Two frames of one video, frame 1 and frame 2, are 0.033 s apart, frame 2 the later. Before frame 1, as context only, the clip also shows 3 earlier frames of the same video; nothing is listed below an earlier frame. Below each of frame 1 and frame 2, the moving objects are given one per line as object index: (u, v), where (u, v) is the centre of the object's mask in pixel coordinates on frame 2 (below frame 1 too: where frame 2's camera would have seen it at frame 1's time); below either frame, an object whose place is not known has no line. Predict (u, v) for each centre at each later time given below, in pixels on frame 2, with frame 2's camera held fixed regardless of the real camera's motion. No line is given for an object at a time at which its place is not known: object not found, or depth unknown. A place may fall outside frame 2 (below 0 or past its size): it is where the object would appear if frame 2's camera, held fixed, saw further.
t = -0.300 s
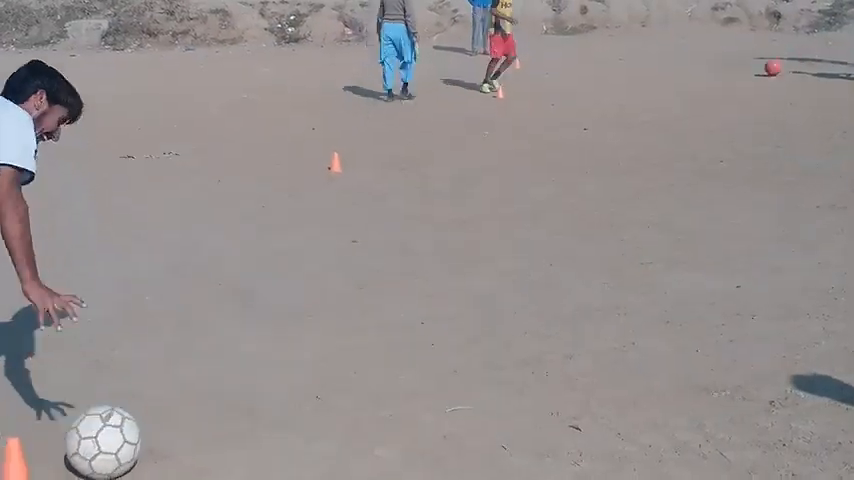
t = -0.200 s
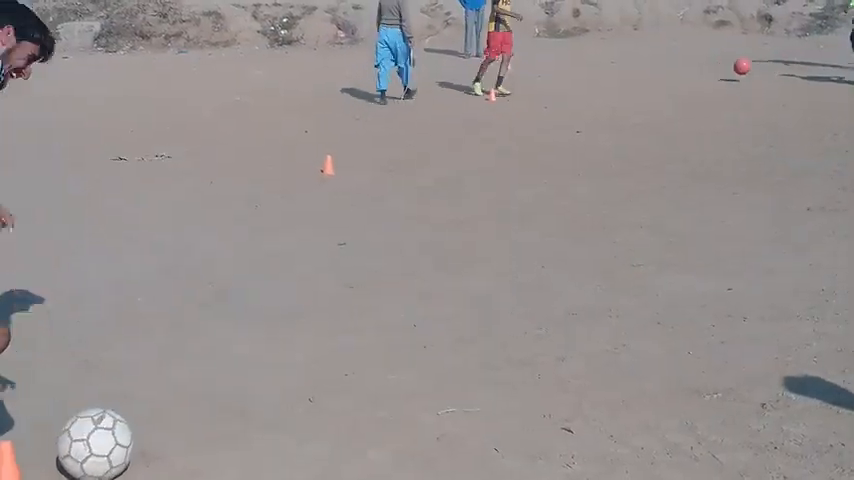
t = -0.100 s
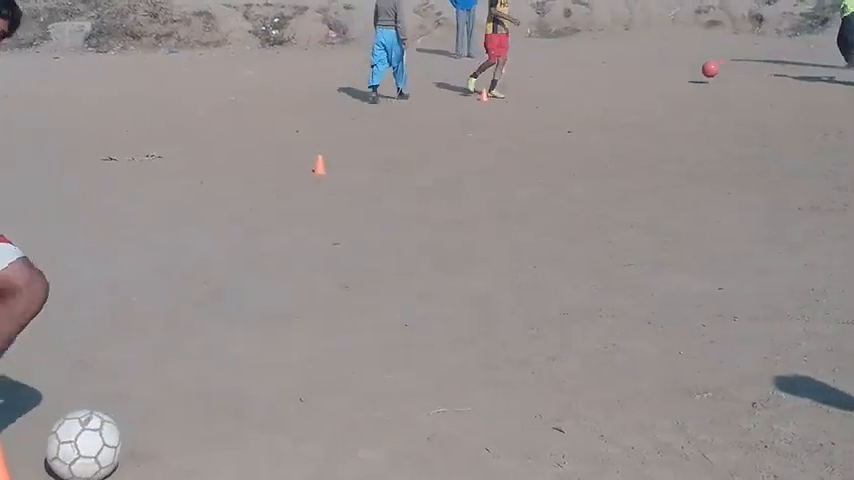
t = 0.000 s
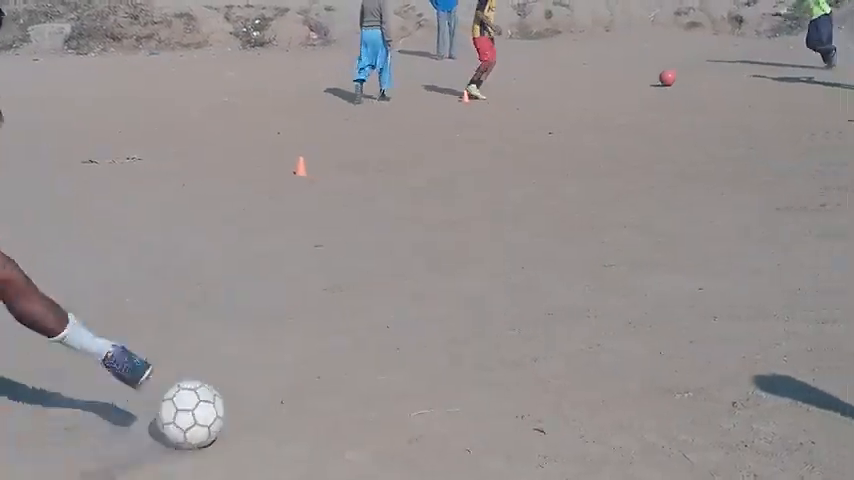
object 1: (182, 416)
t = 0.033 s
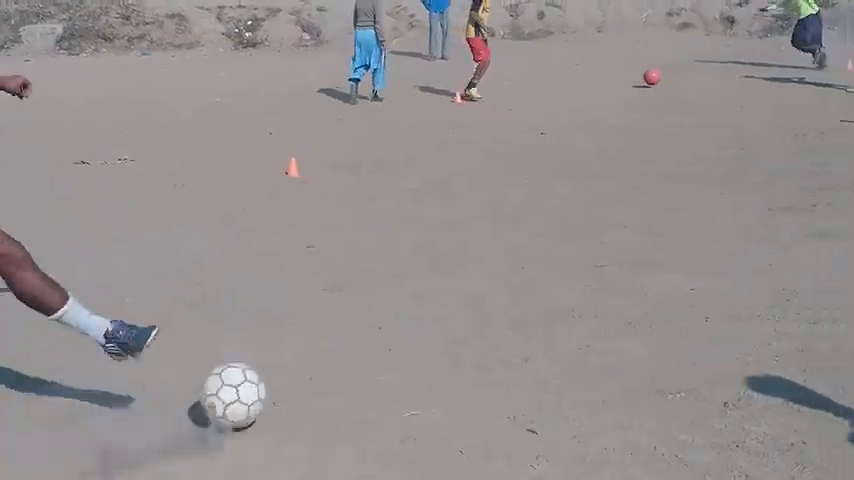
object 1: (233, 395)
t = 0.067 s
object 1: (280, 380)
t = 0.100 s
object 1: (323, 367)
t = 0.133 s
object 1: (365, 358)
